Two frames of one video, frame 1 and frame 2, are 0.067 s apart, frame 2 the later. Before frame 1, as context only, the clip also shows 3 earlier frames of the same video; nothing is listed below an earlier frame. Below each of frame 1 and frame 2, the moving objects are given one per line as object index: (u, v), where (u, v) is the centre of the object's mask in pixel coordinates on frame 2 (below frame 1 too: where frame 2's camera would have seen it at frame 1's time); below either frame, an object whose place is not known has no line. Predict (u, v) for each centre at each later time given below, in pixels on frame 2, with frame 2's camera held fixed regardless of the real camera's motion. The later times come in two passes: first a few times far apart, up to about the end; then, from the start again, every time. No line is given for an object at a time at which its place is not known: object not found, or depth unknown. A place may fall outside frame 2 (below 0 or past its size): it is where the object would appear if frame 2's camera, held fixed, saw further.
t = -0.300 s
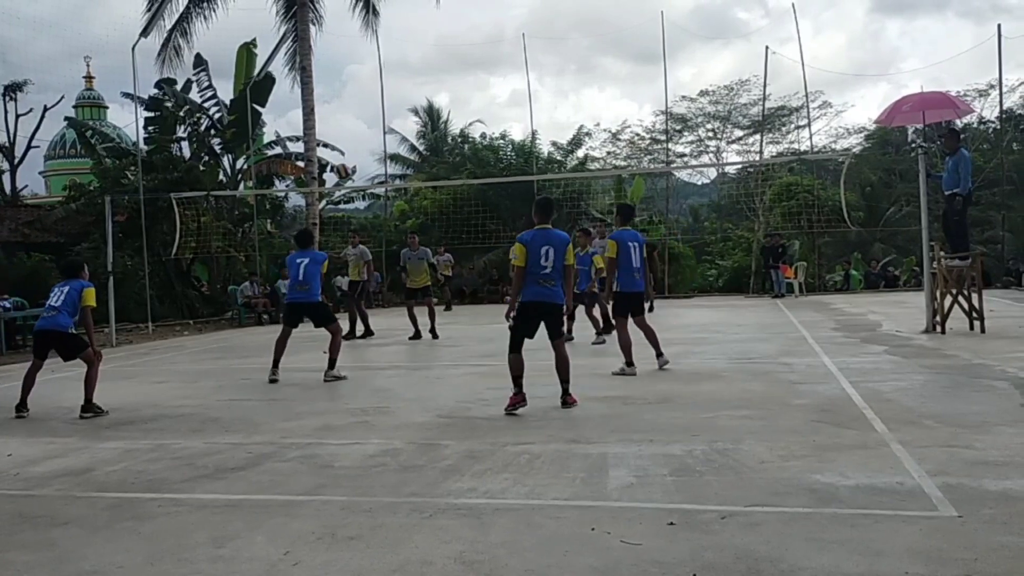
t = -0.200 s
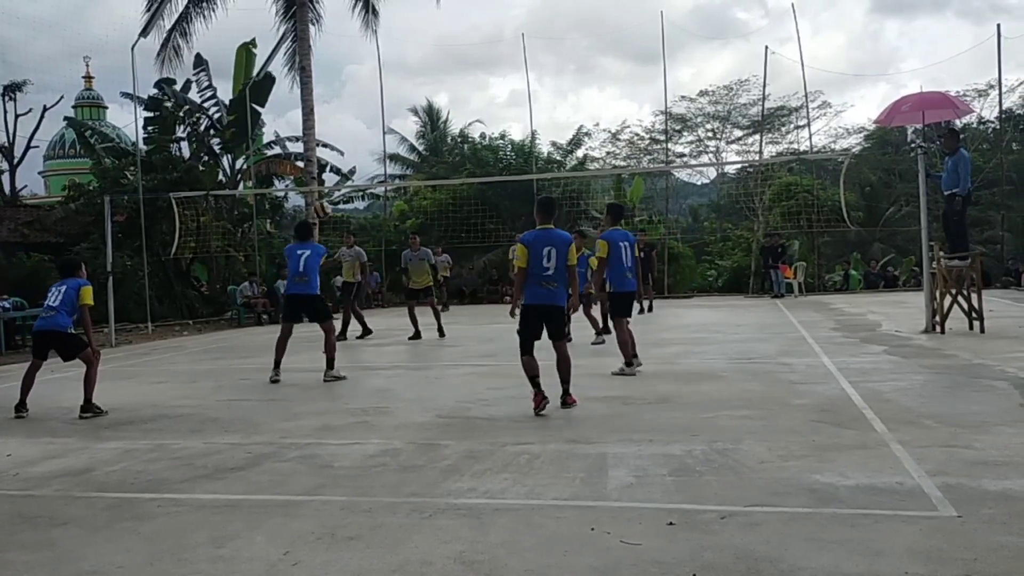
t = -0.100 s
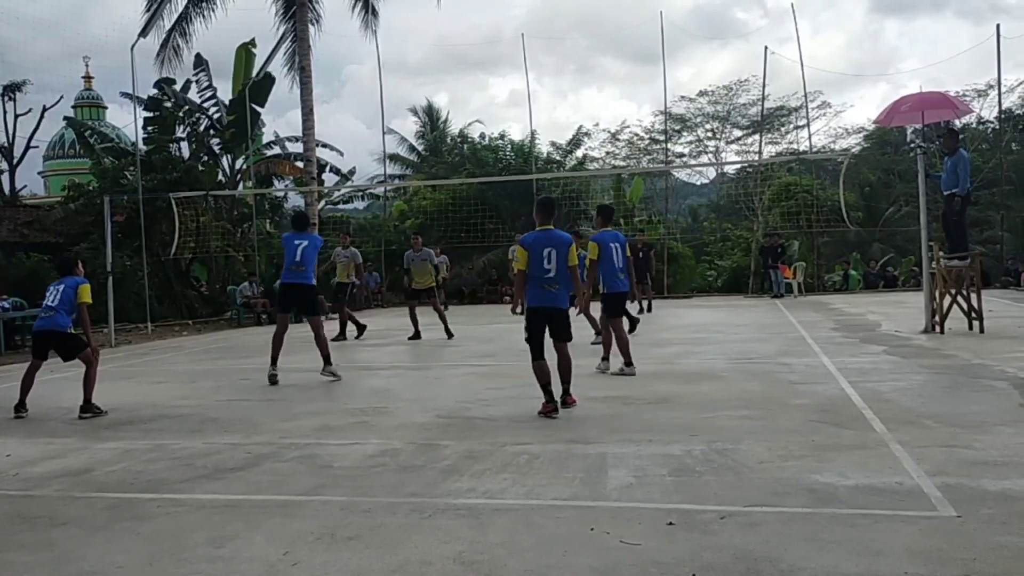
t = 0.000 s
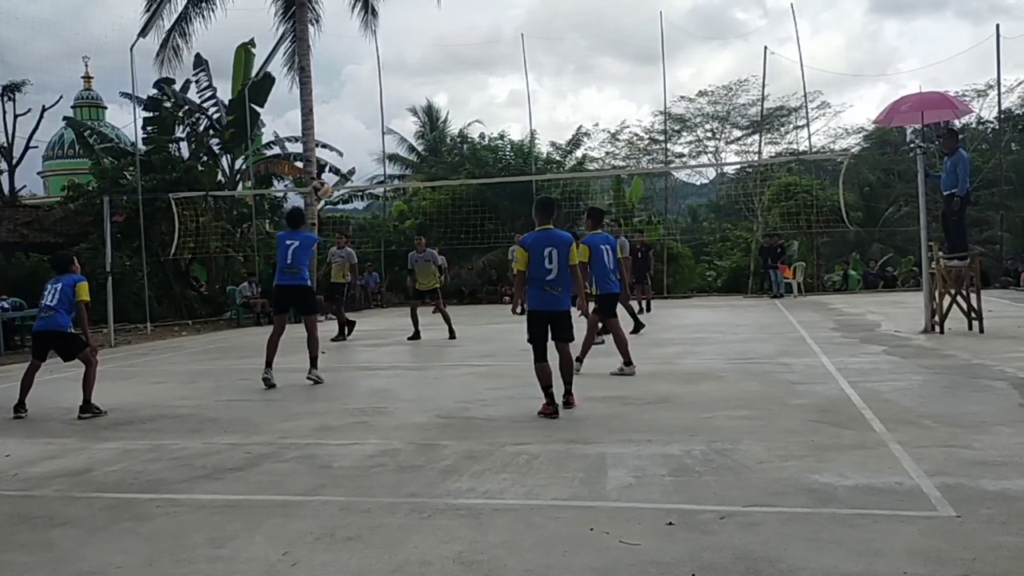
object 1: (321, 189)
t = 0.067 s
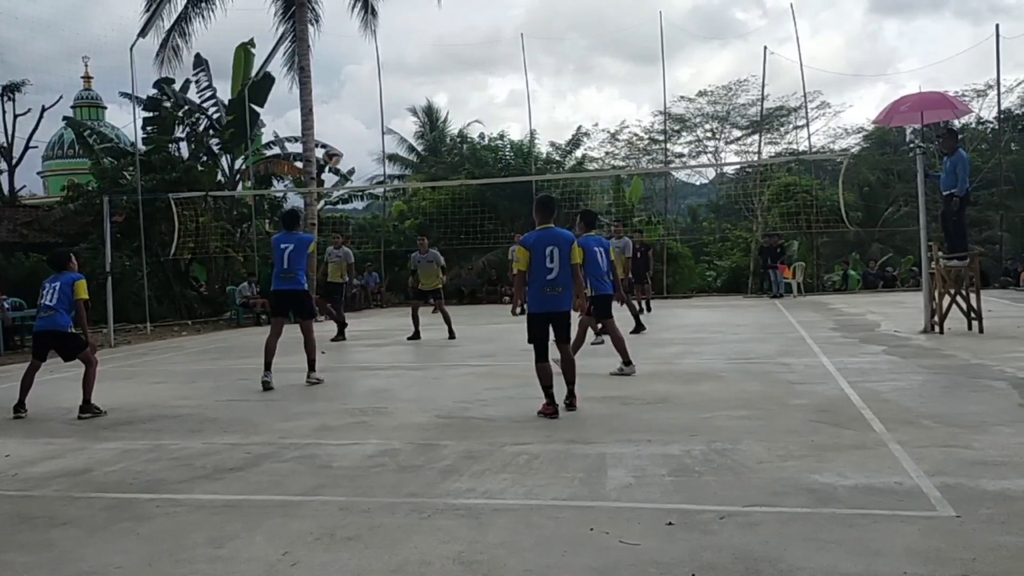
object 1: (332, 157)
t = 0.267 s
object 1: (363, 89)
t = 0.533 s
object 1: (404, 56)
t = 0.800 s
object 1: (442, 81)
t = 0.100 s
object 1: (337, 143)
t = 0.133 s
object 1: (342, 130)
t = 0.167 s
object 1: (348, 118)
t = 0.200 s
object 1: (353, 107)
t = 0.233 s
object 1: (358, 98)
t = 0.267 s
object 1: (363, 89)
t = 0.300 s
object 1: (368, 82)
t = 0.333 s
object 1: (374, 75)
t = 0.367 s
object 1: (379, 70)
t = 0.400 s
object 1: (387, 64)
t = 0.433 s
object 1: (390, 61)
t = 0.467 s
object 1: (394, 59)
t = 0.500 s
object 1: (399, 57)
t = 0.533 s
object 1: (404, 56)
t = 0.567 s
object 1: (409, 57)
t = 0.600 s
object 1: (414, 58)
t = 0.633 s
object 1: (418, 59)
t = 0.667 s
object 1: (423, 62)
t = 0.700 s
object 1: (428, 66)
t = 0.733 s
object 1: (432, 70)
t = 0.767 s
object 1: (437, 75)
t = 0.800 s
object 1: (442, 81)
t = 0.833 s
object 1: (446, 87)
